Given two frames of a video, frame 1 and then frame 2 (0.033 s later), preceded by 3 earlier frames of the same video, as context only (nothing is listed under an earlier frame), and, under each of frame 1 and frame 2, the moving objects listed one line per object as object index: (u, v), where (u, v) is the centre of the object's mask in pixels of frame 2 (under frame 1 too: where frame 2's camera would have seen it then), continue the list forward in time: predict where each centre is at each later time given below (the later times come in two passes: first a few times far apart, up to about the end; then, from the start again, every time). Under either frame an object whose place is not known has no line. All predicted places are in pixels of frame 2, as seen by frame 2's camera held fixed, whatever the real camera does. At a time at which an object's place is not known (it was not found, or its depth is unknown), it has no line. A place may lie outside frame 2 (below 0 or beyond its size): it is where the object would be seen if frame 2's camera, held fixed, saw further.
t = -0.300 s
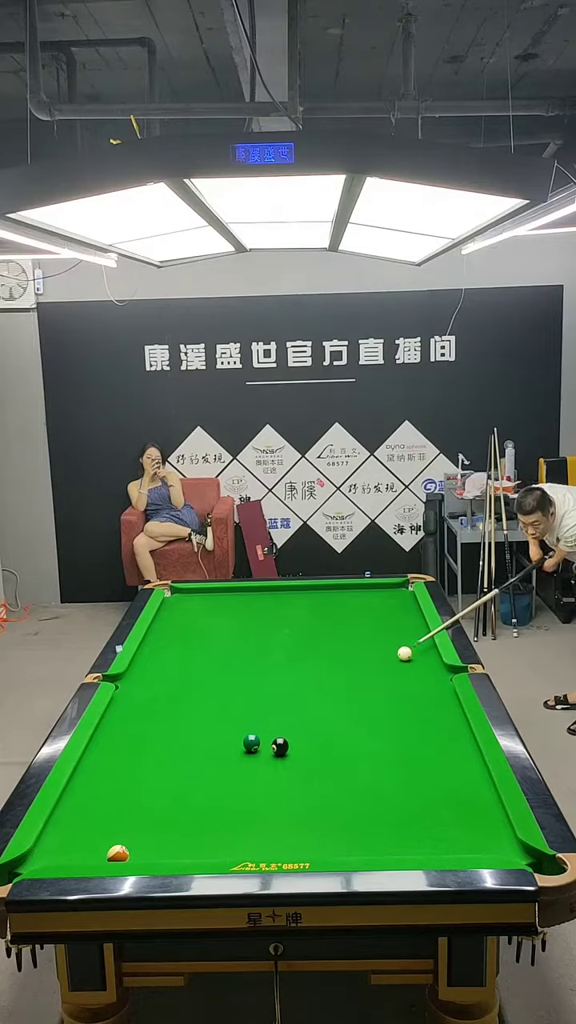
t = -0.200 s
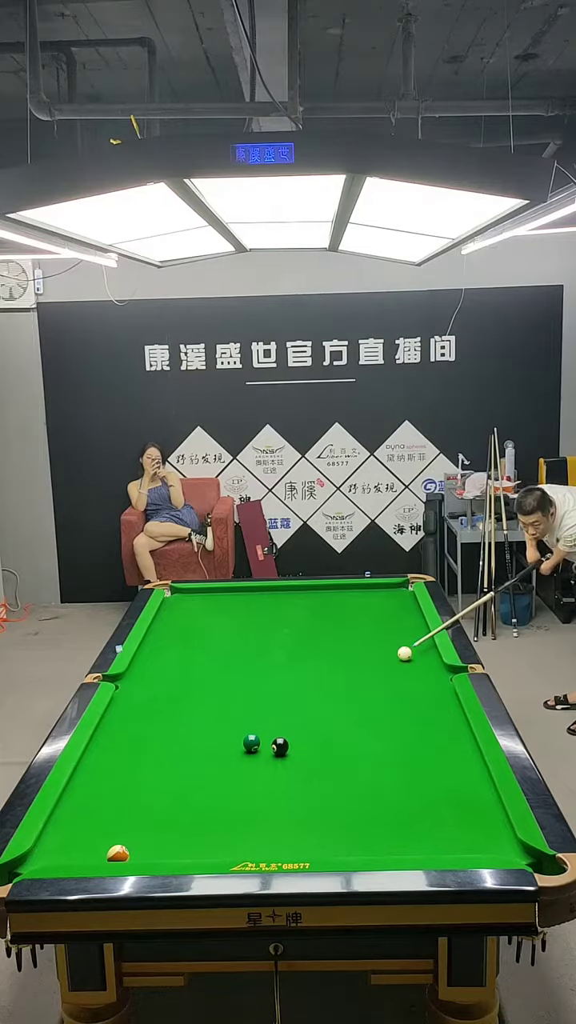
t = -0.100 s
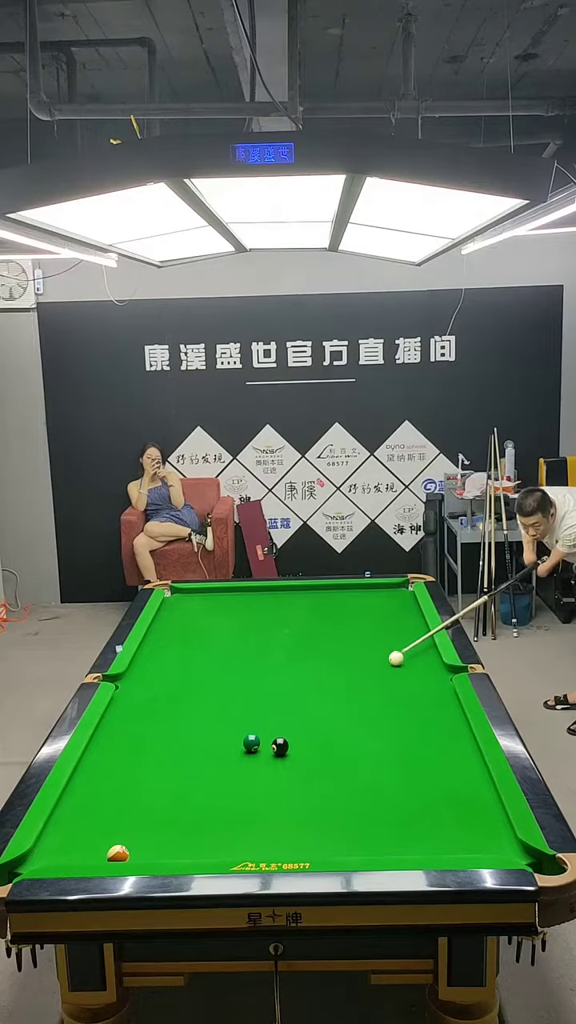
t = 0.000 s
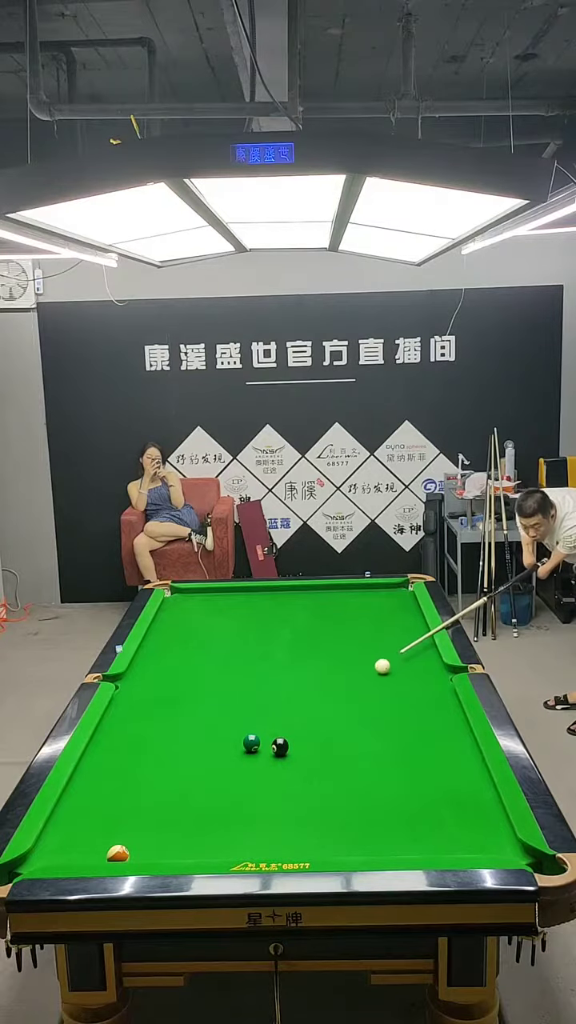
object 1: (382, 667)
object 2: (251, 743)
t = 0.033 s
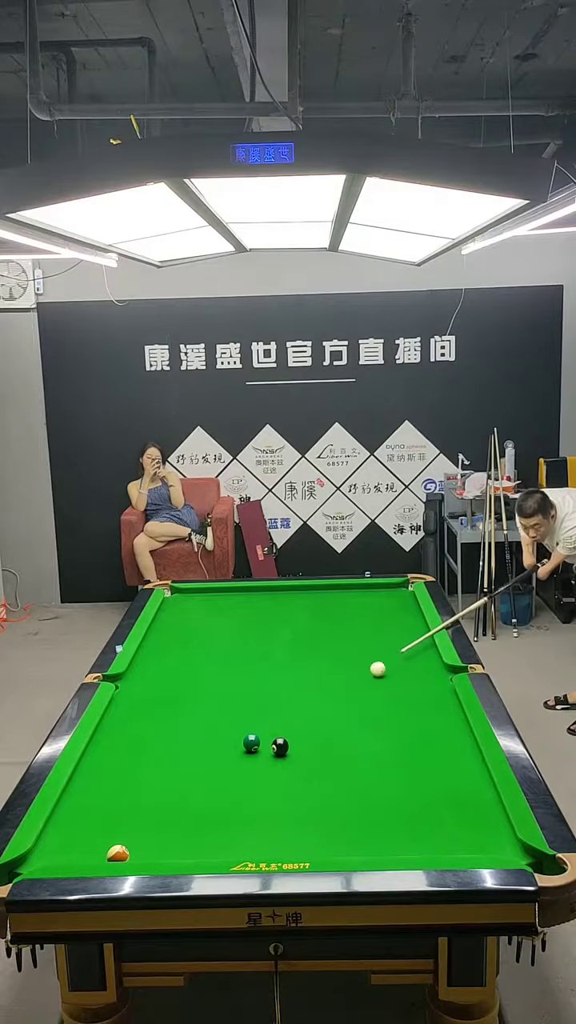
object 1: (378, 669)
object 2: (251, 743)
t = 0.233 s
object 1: (348, 686)
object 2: (251, 743)
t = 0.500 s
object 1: (306, 711)
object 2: (251, 743)
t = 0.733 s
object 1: (265, 735)
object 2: (251, 743)
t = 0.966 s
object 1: (256, 740)
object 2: (220, 762)
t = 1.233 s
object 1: (245, 746)
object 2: (185, 782)
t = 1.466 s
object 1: (237, 751)
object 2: (153, 801)
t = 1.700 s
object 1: (229, 755)
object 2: (119, 821)
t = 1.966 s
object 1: (221, 760)
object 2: (81, 844)
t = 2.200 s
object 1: (215, 763)
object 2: (44, 860)
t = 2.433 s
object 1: (210, 766)
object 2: (21, 865)
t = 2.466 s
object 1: (210, 767)
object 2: (19, 867)
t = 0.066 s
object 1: (373, 672)
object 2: (251, 743)
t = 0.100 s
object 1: (368, 675)
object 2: (251, 743)
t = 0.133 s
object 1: (363, 678)
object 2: (251, 743)
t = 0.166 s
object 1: (358, 681)
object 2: (251, 743)
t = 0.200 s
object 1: (353, 683)
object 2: (251, 743)
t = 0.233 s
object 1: (348, 686)
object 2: (251, 743)
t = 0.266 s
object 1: (343, 689)
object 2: (251, 743)
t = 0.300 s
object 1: (338, 692)
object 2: (251, 743)
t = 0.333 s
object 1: (333, 695)
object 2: (251, 743)
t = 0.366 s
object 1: (328, 698)
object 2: (251, 743)
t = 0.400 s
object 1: (322, 702)
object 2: (251, 743)
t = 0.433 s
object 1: (317, 705)
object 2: (251, 743)
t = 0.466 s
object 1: (311, 708)
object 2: (251, 743)
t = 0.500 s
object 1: (306, 711)
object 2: (251, 743)
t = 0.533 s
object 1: (301, 714)
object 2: (251, 743)
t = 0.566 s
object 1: (295, 718)
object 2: (251, 743)
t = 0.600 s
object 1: (289, 721)
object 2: (251, 743)
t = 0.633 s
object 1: (283, 724)
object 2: (251, 743)
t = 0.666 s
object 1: (277, 728)
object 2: (251, 743)
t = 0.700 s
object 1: (271, 731)
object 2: (251, 743)
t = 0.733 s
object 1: (265, 735)
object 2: (251, 743)
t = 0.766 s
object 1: (262, 736)
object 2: (248, 745)
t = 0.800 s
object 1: (262, 736)
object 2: (243, 749)
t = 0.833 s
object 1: (261, 737)
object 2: (237, 752)
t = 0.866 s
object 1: (259, 738)
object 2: (233, 755)
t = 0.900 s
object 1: (258, 739)
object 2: (229, 757)
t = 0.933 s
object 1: (257, 740)
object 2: (224, 759)
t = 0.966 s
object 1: (256, 740)
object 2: (220, 762)
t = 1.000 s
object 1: (254, 741)
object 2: (216, 764)
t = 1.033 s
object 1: (253, 742)
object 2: (212, 767)
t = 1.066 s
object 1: (252, 743)
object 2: (207, 770)
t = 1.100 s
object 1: (251, 743)
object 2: (203, 772)
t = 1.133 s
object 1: (250, 744)
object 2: (198, 774)
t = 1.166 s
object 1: (248, 745)
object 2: (194, 777)
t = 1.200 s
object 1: (246, 746)
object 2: (190, 780)
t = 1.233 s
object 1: (245, 746)
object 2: (185, 782)
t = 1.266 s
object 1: (244, 747)
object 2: (181, 785)
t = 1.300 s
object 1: (243, 748)
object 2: (176, 787)
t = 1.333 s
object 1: (242, 748)
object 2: (171, 790)
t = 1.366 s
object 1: (240, 749)
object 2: (167, 793)
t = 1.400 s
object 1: (239, 750)
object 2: (162, 796)
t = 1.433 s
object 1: (238, 750)
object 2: (157, 799)
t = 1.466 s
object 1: (237, 751)
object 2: (153, 801)
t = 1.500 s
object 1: (236, 751)
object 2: (148, 804)
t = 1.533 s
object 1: (235, 752)
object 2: (143, 807)
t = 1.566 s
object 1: (234, 753)
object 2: (139, 810)
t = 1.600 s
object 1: (233, 753)
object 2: (135, 813)
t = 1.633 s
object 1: (231, 754)
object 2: (130, 816)
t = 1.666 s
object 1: (230, 755)
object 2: (124, 818)
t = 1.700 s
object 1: (229, 755)
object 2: (119, 821)
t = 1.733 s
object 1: (228, 756)
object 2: (115, 824)
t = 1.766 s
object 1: (227, 756)
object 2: (110, 827)
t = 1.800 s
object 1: (226, 757)
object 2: (105, 830)
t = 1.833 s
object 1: (225, 758)
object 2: (100, 833)
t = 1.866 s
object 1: (224, 758)
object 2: (95, 836)
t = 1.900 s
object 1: (223, 759)
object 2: (90, 839)
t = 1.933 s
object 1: (222, 759)
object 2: (86, 842)
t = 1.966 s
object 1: (221, 760)
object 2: (81, 844)
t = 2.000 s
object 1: (220, 760)
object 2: (75, 848)
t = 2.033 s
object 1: (220, 761)
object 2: (70, 850)
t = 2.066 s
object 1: (219, 761)
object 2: (65, 852)
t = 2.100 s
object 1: (218, 762)
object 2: (60, 854)
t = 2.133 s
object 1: (217, 762)
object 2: (55, 856)
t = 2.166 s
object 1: (216, 763)
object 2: (50, 858)
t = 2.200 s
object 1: (215, 763)
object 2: (44, 860)
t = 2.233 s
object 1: (215, 764)
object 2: (40, 861)
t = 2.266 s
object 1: (214, 764)
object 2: (35, 861)
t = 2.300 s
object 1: (213, 764)
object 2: (33, 861)
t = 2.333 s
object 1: (212, 765)
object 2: (28, 862)
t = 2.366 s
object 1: (212, 765)
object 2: (23, 863)
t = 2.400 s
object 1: (211, 766)
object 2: (23, 863)
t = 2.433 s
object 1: (210, 766)
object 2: (21, 865)
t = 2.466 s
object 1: (210, 767)
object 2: (19, 867)
